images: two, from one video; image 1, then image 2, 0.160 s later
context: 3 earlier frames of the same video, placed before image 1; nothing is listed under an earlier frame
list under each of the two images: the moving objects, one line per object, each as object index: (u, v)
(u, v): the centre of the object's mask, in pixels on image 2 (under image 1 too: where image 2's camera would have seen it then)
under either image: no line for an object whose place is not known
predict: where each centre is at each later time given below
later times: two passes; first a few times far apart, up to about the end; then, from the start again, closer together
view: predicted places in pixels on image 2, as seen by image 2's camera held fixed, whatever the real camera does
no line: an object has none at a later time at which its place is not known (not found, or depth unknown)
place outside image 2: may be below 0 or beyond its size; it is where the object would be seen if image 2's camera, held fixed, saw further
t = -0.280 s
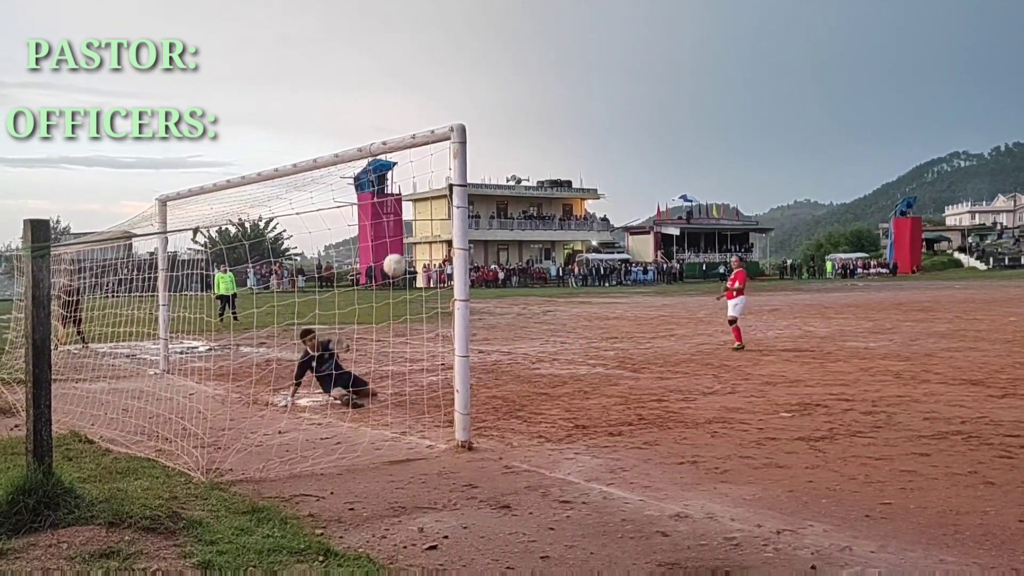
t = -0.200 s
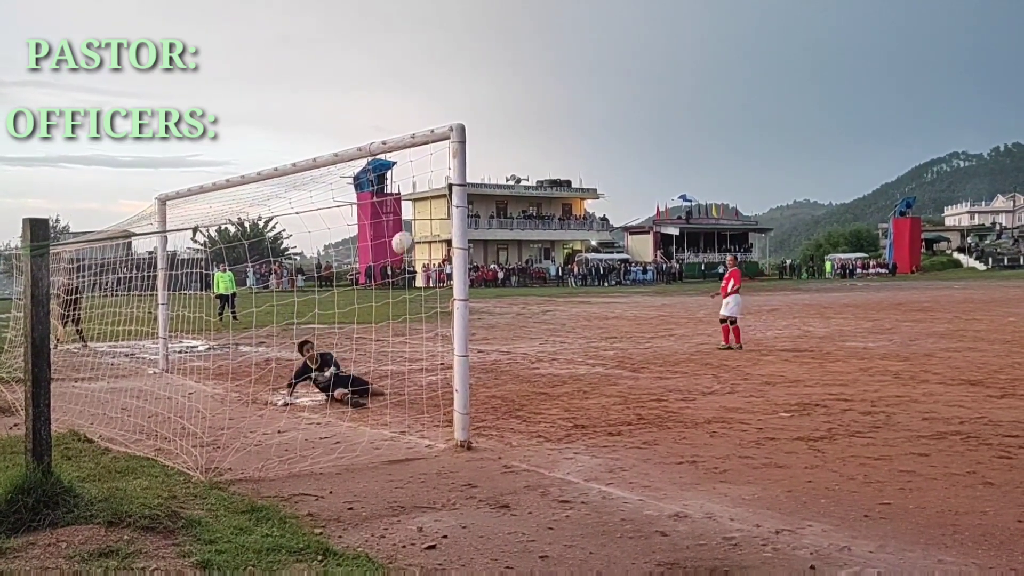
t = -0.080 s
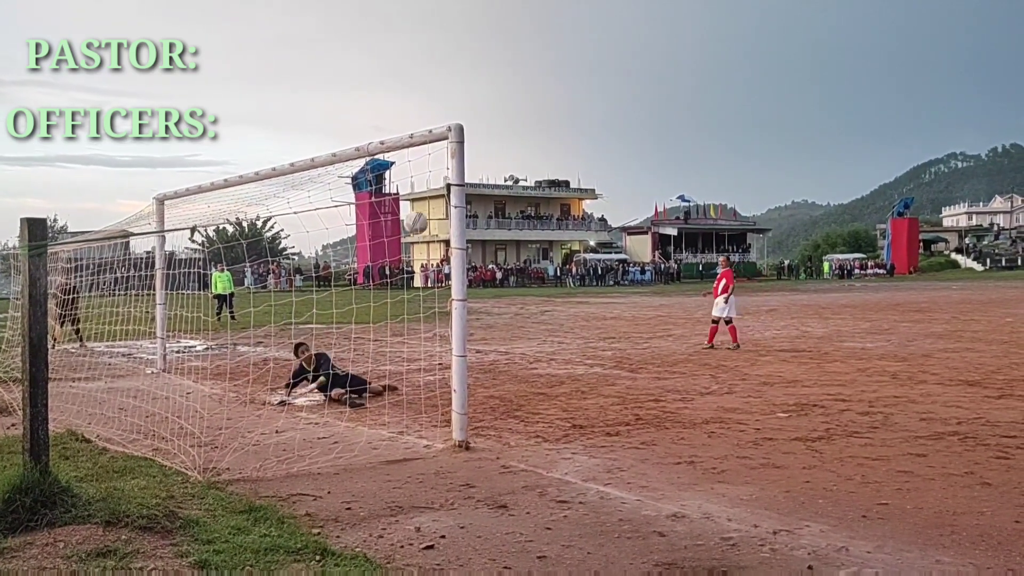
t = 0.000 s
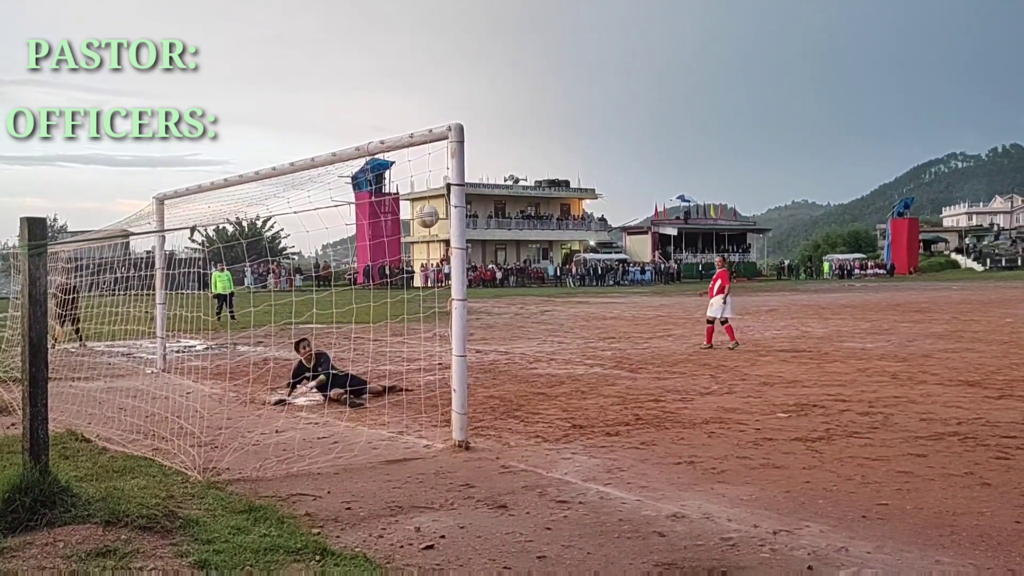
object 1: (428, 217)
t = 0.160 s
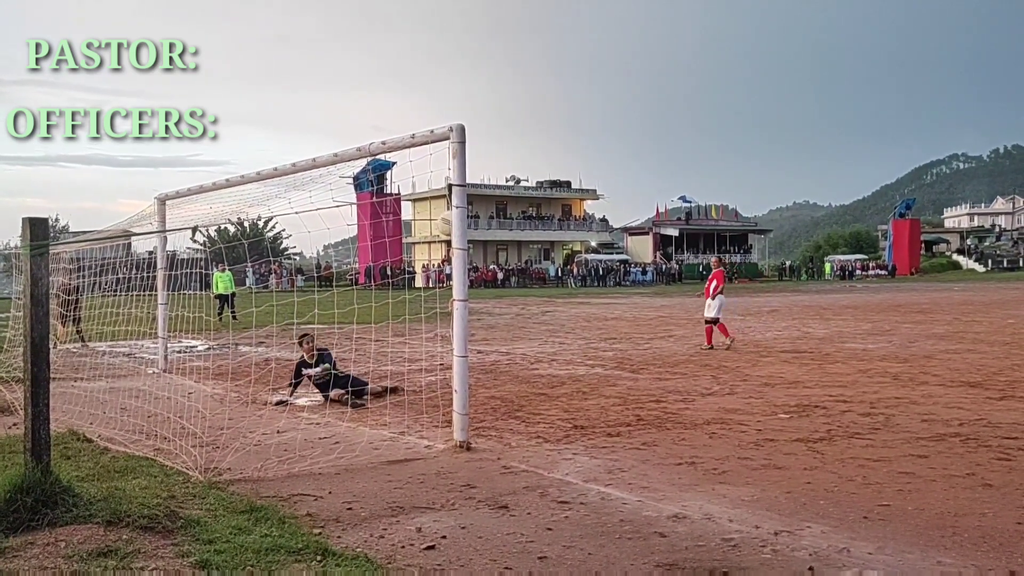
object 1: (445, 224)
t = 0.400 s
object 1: (493, 299)
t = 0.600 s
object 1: (534, 433)
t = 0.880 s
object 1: (605, 367)
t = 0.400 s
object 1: (493, 299)
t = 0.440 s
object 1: (499, 316)
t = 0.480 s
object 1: (509, 345)
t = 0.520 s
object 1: (516, 367)
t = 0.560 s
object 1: (523, 392)
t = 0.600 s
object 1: (534, 433)
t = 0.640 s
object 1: (542, 460)
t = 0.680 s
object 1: (555, 436)
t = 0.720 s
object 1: (563, 422)
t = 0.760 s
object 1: (571, 408)
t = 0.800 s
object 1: (583, 390)
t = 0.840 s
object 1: (592, 380)
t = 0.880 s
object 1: (605, 367)
